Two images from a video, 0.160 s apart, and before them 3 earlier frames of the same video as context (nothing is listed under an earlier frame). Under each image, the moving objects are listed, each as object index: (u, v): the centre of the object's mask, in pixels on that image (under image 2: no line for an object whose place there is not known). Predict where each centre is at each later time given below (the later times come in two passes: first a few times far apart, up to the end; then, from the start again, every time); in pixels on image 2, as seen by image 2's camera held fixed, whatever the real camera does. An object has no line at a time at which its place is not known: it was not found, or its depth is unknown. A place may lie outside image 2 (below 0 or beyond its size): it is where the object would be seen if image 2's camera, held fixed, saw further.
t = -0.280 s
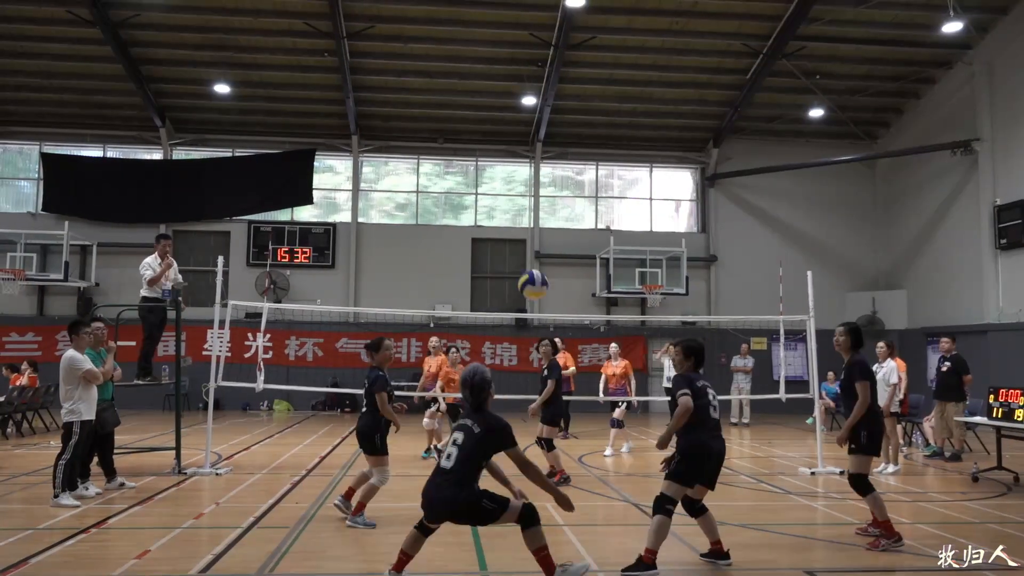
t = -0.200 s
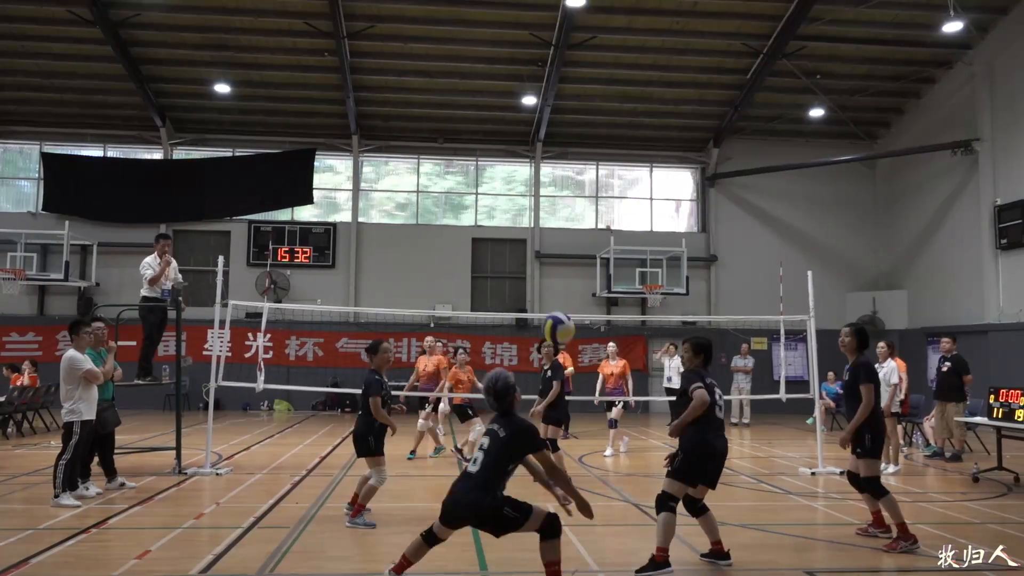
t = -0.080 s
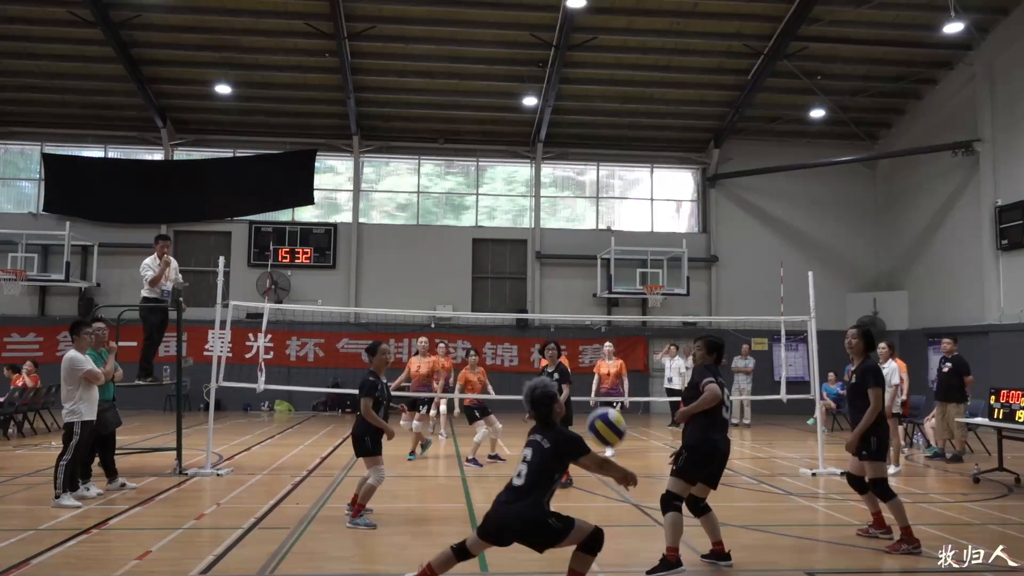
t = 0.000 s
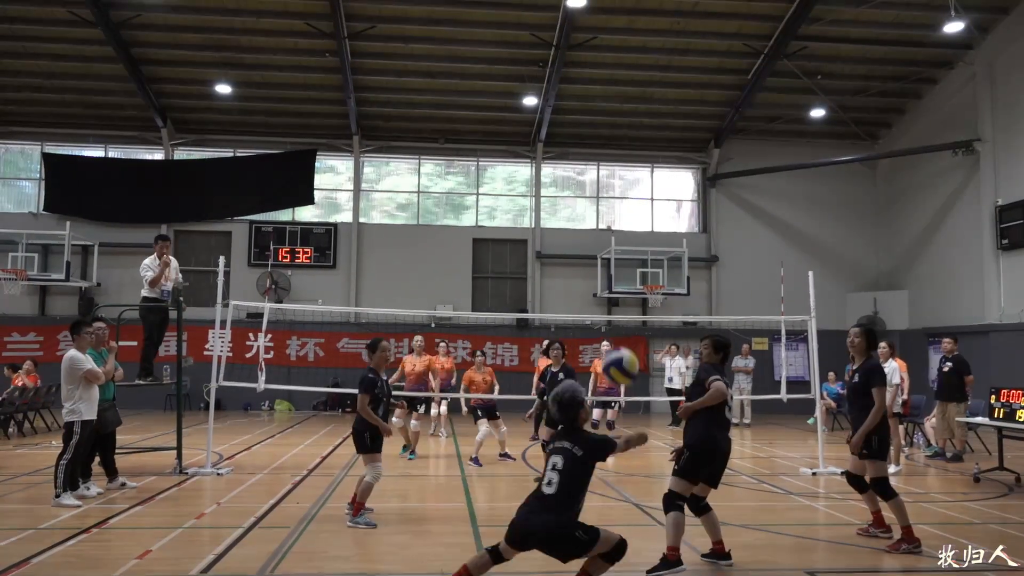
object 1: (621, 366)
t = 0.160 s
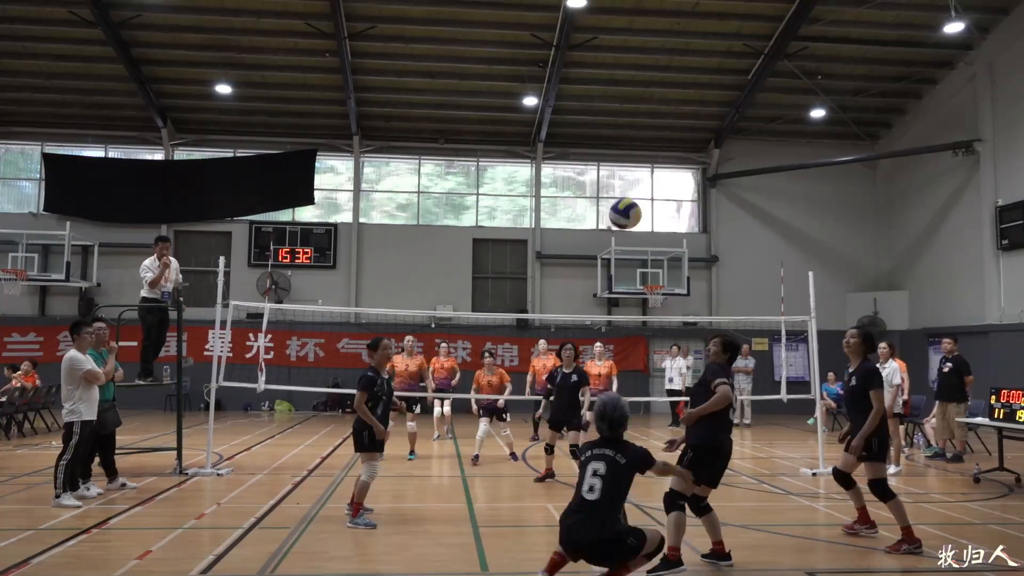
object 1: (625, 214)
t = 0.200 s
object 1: (626, 187)
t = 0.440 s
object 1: (634, 93)
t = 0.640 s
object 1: (639, 76)
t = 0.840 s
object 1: (642, 99)
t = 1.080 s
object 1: (645, 166)
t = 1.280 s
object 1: (646, 246)
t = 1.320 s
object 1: (646, 265)
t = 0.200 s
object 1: (626, 187)
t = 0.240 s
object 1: (627, 164)
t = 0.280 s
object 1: (628, 145)
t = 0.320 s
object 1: (629, 128)
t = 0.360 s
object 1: (631, 114)
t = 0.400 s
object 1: (632, 102)
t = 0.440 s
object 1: (634, 93)
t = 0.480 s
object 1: (635, 85)
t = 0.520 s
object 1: (636, 80)
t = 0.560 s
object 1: (637, 77)
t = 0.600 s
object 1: (638, 76)
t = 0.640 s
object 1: (639, 76)
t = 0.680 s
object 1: (639, 78)
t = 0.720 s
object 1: (640, 81)
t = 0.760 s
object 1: (641, 86)
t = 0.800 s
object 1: (641, 92)
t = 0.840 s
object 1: (642, 99)
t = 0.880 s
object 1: (642, 108)
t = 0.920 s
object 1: (643, 117)
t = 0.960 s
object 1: (643, 128)
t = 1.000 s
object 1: (644, 140)
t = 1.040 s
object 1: (644, 152)
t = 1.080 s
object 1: (645, 166)
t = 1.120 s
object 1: (645, 181)
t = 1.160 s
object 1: (646, 197)
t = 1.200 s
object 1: (646, 213)
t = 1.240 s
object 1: (646, 230)
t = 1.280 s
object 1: (646, 246)
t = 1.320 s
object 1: (646, 265)
